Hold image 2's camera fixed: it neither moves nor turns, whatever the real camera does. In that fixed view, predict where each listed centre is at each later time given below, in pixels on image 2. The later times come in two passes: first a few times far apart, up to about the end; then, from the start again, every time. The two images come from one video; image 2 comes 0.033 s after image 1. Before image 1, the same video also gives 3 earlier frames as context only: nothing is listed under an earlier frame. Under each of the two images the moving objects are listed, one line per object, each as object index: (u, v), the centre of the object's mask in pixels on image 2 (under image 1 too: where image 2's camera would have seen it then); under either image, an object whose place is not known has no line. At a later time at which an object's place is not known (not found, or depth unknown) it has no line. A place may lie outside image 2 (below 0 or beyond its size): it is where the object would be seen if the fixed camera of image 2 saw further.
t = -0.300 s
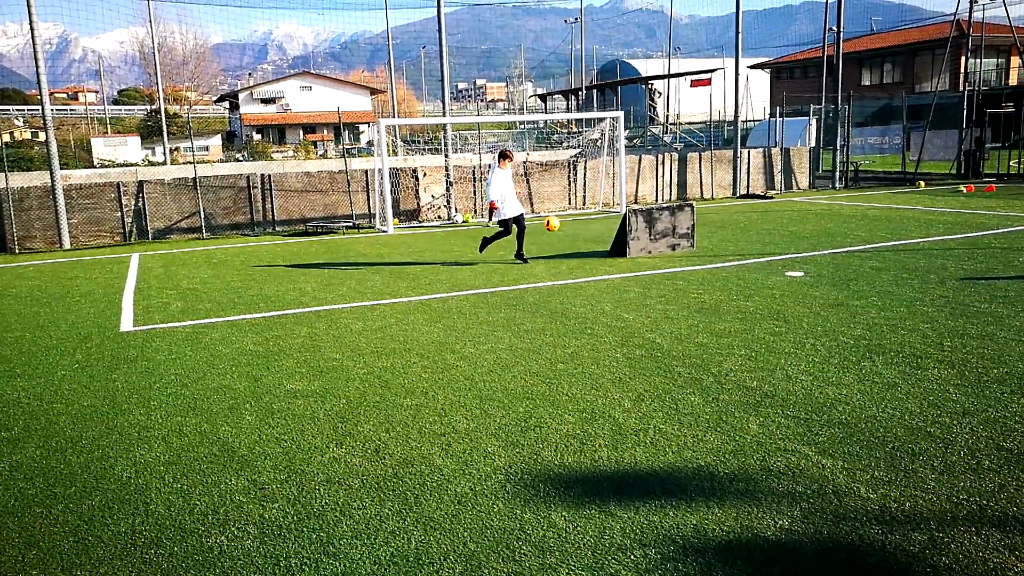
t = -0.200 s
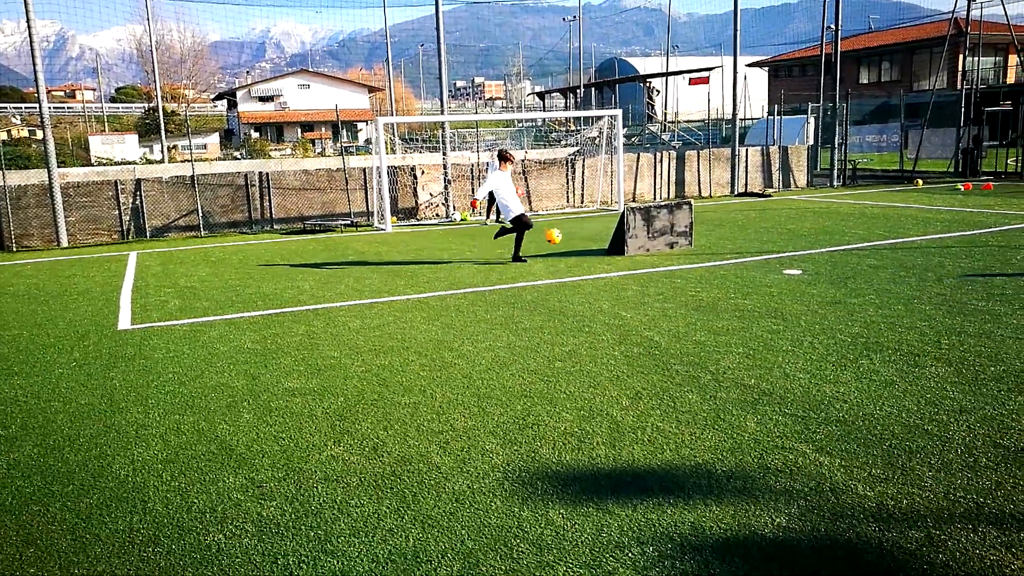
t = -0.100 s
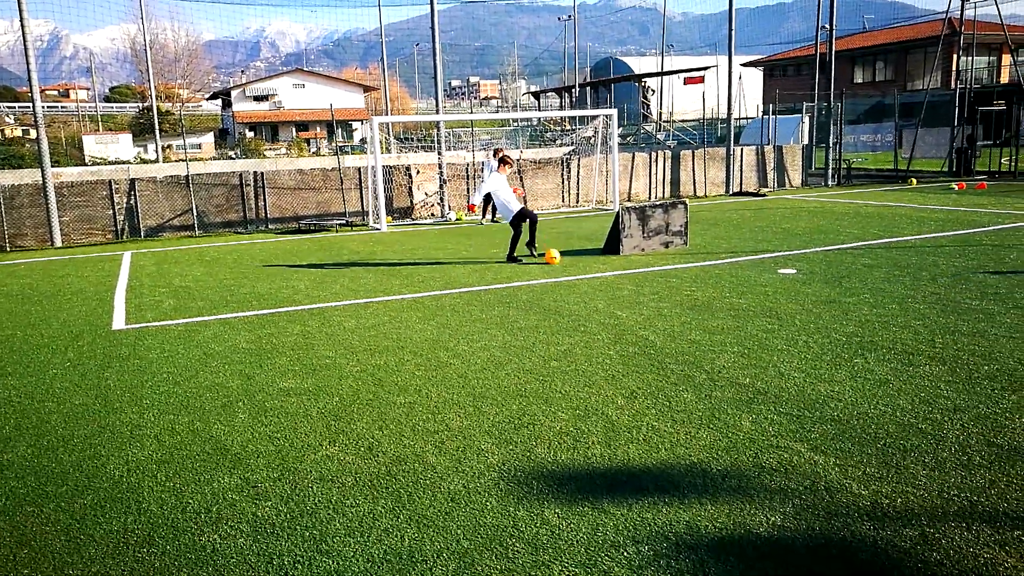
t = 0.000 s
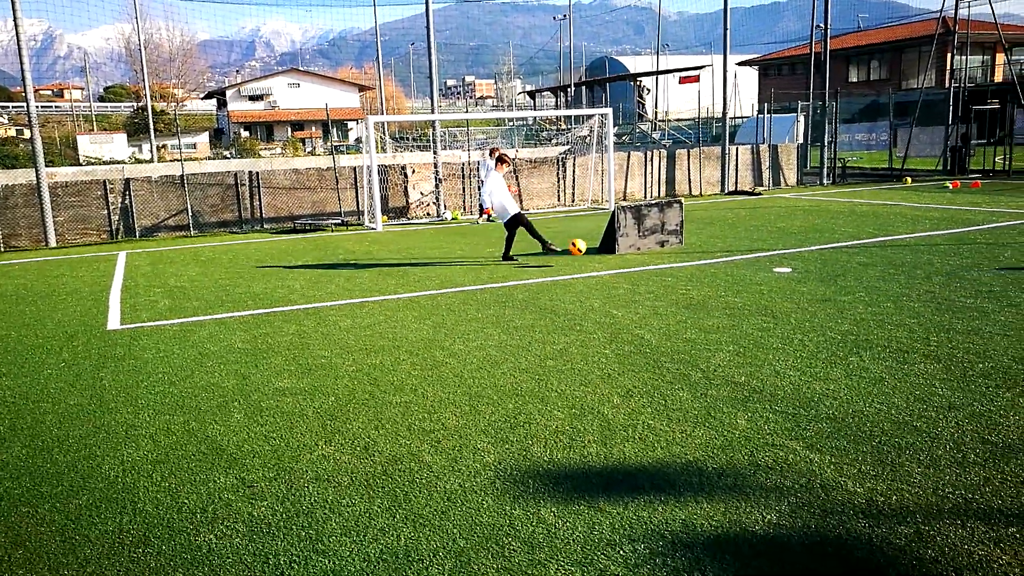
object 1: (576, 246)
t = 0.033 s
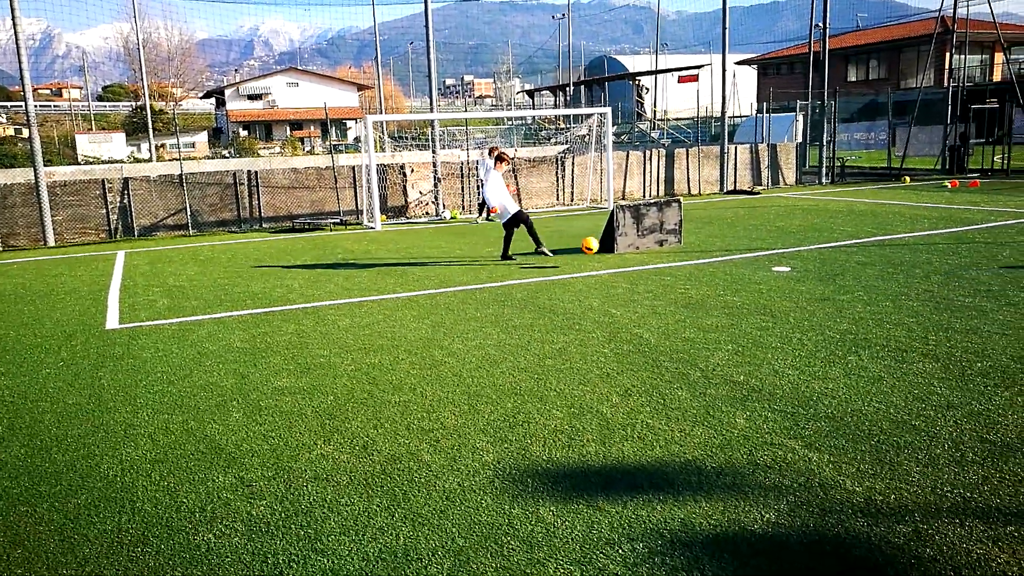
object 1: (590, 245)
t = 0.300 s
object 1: (717, 271)
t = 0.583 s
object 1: (835, 283)
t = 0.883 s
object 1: (948, 295)
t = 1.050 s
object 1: (1018, 305)
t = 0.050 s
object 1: (597, 245)
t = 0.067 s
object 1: (604, 245)
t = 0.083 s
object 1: (611, 246)
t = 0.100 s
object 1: (619, 246)
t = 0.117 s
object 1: (626, 246)
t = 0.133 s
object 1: (634, 248)
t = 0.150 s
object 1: (642, 249)
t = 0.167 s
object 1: (650, 250)
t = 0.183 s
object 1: (657, 252)
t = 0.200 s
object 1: (666, 254)
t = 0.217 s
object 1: (674, 255)
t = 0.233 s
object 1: (682, 258)
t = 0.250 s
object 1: (691, 261)
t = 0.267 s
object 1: (700, 264)
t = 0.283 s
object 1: (708, 267)
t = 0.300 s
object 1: (717, 271)
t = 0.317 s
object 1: (726, 273)
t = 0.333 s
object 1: (732, 272)
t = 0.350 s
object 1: (738, 271)
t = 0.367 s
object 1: (744, 270)
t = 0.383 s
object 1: (751, 269)
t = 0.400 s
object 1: (758, 269)
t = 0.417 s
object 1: (764, 269)
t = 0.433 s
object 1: (771, 269)
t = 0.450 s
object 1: (778, 269)
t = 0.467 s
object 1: (785, 270)
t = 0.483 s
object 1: (792, 271)
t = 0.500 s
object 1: (799, 272)
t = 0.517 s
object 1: (806, 274)
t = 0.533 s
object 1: (813, 275)
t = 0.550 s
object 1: (820, 278)
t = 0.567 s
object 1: (827, 280)
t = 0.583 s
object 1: (835, 283)
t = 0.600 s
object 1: (842, 286)
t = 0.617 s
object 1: (848, 287)
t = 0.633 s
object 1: (855, 286)
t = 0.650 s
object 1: (860, 285)
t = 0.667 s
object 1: (866, 284)
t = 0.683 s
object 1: (872, 284)
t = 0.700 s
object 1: (878, 284)
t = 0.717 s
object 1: (885, 285)
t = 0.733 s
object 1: (890, 285)
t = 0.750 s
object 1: (897, 286)
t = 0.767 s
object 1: (903, 287)
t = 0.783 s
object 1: (910, 289)
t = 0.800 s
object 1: (916, 291)
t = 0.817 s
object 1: (922, 293)
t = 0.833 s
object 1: (929, 295)
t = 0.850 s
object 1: (935, 295)
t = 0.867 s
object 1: (942, 295)
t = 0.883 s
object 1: (948, 295)
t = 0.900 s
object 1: (955, 295)
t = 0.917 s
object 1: (962, 296)
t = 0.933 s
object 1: (968, 296)
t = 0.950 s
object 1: (975, 297)
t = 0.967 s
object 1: (983, 299)
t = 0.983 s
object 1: (989, 300)
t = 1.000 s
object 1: (997, 303)
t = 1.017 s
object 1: (1004, 305)
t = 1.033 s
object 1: (1011, 304)
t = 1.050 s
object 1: (1018, 305)
